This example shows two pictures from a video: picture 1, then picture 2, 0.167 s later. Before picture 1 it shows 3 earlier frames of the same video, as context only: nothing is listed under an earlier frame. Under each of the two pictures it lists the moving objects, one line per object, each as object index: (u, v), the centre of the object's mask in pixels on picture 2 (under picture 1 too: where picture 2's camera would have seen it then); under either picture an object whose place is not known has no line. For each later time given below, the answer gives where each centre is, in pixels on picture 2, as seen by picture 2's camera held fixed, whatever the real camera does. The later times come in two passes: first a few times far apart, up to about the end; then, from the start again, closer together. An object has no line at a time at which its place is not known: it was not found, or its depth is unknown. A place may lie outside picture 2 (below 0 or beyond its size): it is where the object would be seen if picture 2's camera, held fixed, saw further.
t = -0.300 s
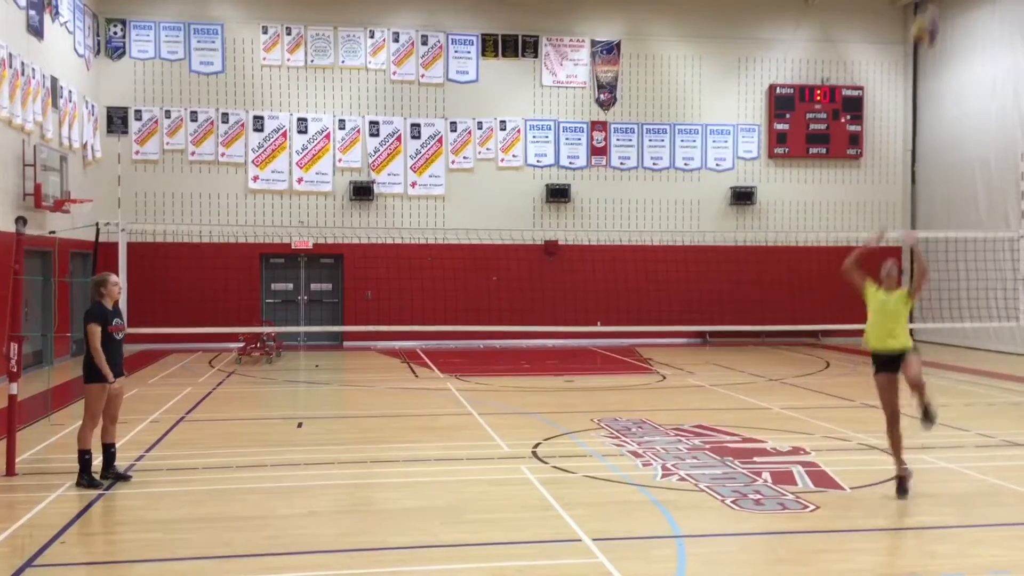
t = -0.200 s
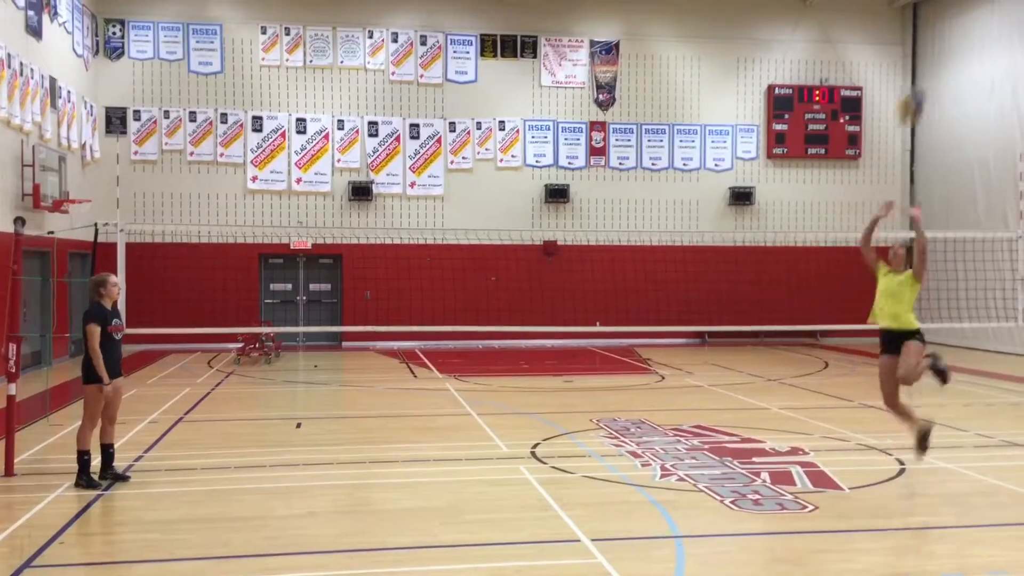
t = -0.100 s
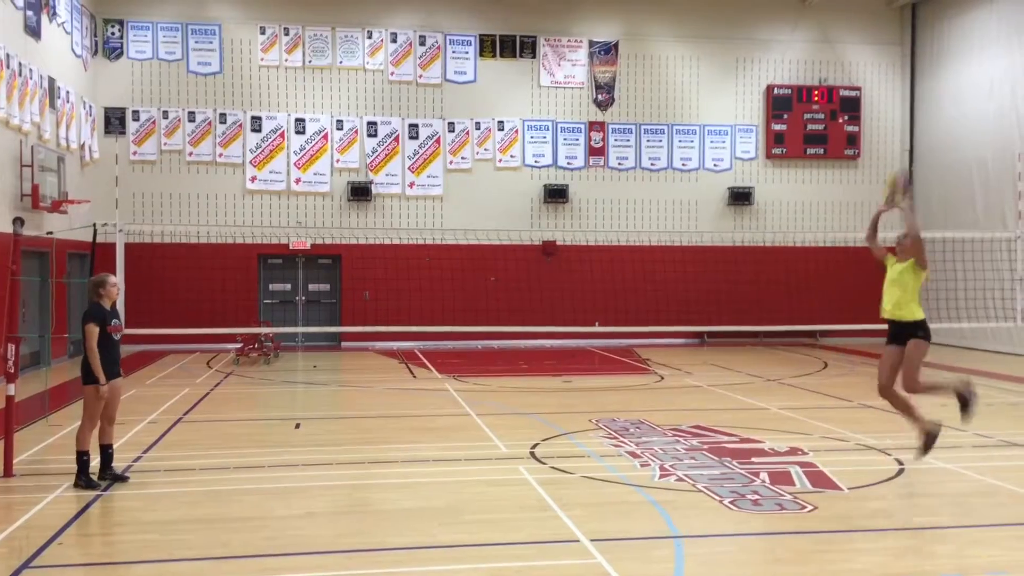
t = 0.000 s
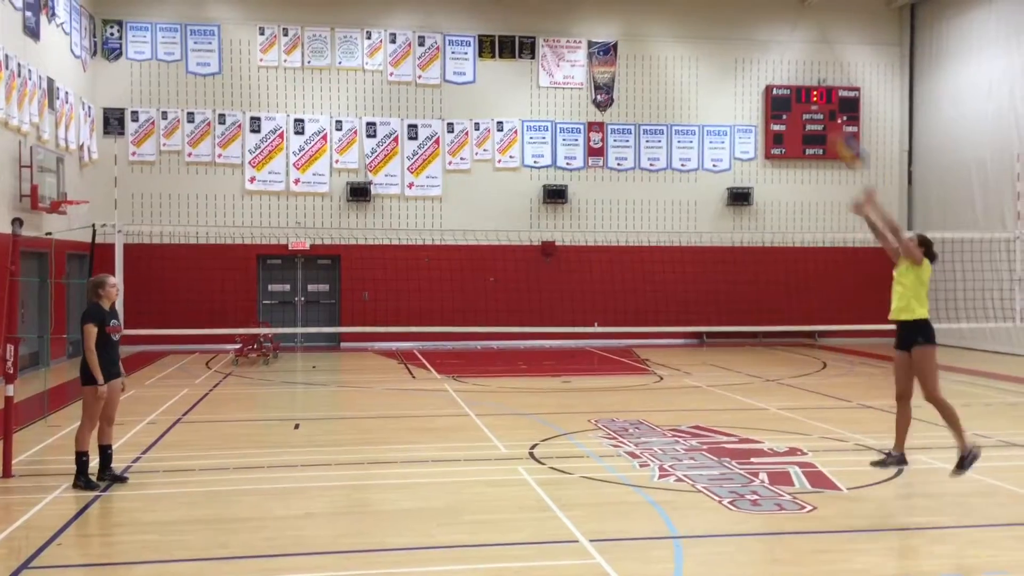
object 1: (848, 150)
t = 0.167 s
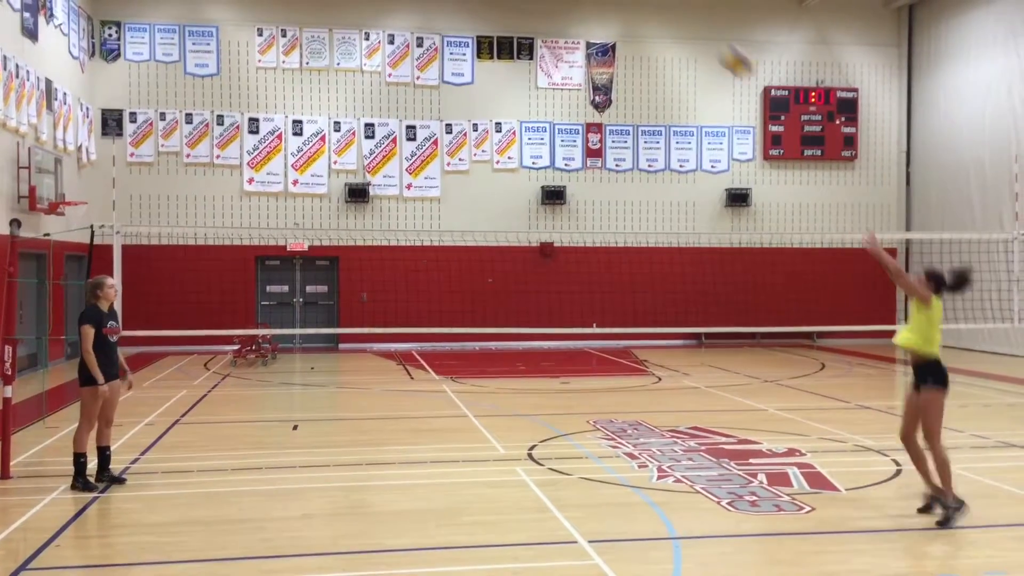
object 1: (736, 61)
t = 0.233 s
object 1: (695, 34)
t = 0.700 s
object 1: (409, 7)
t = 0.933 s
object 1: (278, 84)
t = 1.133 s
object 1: (168, 205)
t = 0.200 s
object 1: (715, 47)
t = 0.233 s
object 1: (695, 34)
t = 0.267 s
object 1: (675, 21)
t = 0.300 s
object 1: (652, 11)
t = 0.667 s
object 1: (429, 3)
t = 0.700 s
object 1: (409, 7)
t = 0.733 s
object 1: (390, 10)
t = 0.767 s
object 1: (372, 17)
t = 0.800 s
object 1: (352, 27)
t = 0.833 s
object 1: (335, 39)
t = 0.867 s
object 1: (314, 54)
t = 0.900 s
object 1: (295, 71)
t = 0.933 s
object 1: (278, 84)
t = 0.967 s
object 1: (260, 100)
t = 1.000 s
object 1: (240, 118)
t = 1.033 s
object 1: (224, 138)
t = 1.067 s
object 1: (204, 161)
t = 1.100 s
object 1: (186, 182)
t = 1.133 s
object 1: (168, 205)
